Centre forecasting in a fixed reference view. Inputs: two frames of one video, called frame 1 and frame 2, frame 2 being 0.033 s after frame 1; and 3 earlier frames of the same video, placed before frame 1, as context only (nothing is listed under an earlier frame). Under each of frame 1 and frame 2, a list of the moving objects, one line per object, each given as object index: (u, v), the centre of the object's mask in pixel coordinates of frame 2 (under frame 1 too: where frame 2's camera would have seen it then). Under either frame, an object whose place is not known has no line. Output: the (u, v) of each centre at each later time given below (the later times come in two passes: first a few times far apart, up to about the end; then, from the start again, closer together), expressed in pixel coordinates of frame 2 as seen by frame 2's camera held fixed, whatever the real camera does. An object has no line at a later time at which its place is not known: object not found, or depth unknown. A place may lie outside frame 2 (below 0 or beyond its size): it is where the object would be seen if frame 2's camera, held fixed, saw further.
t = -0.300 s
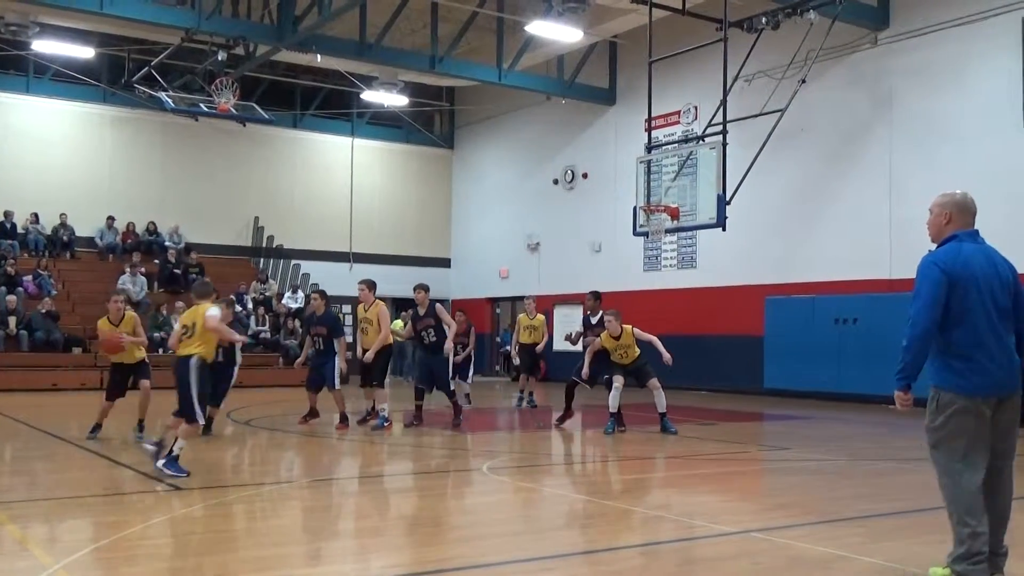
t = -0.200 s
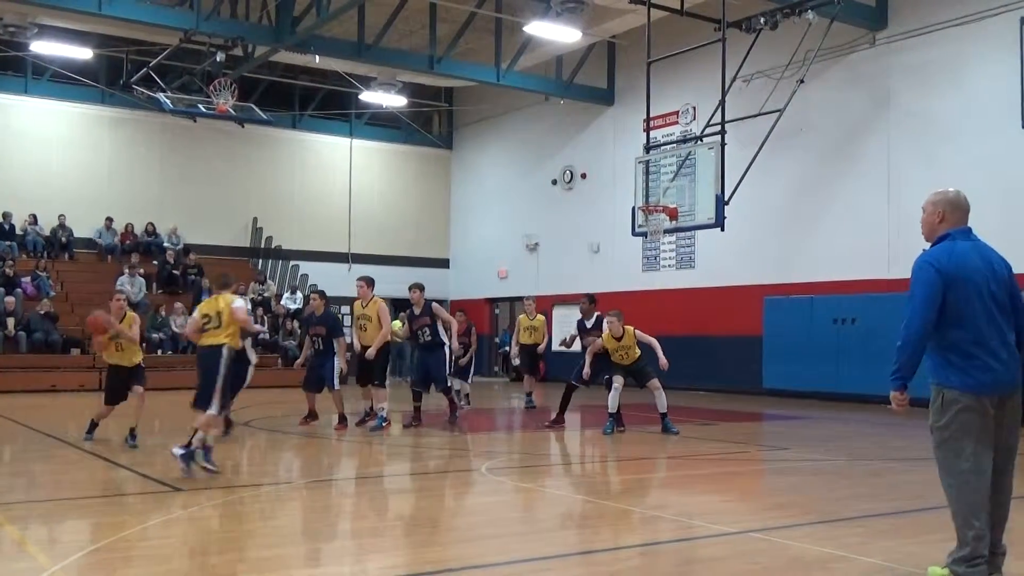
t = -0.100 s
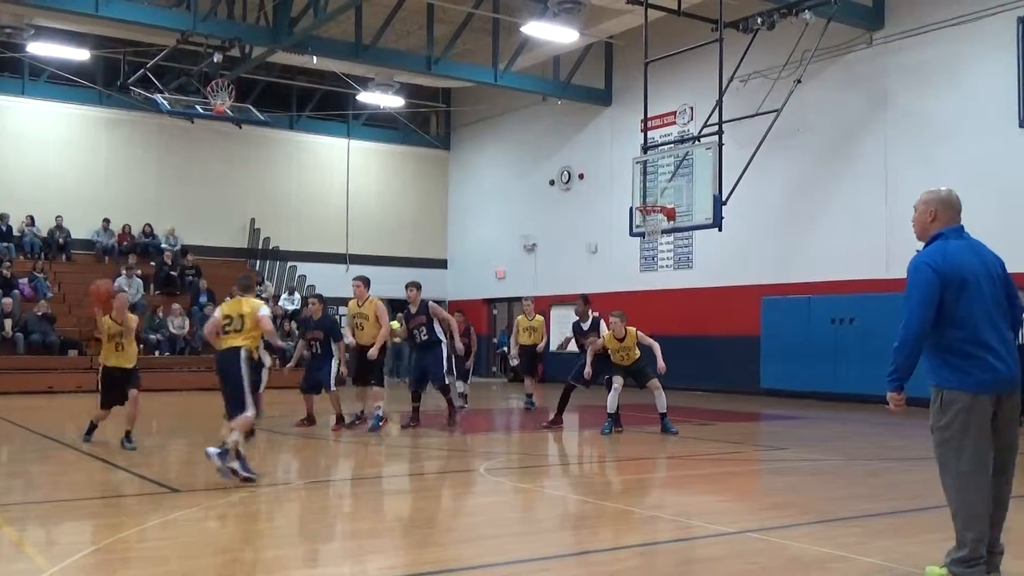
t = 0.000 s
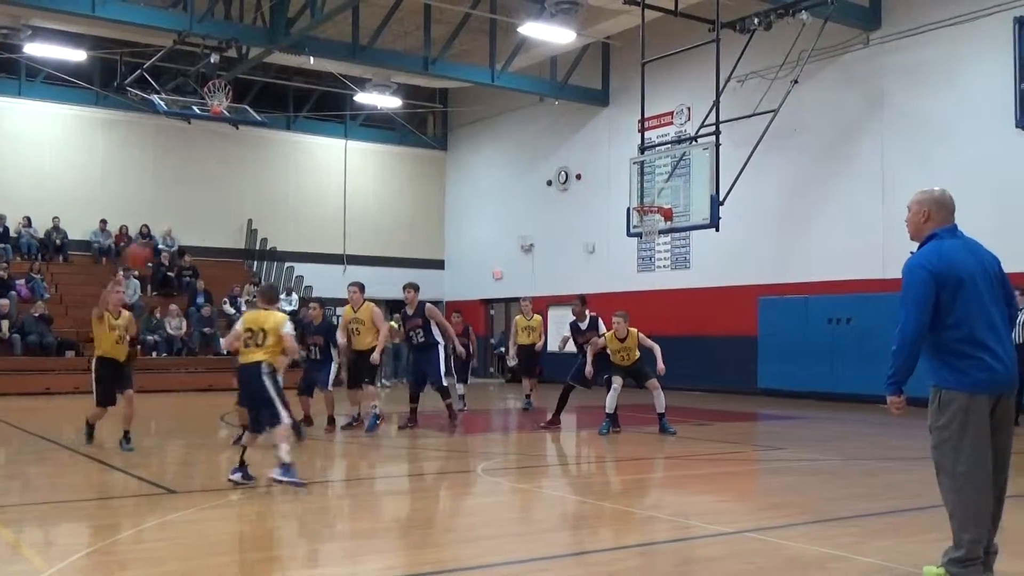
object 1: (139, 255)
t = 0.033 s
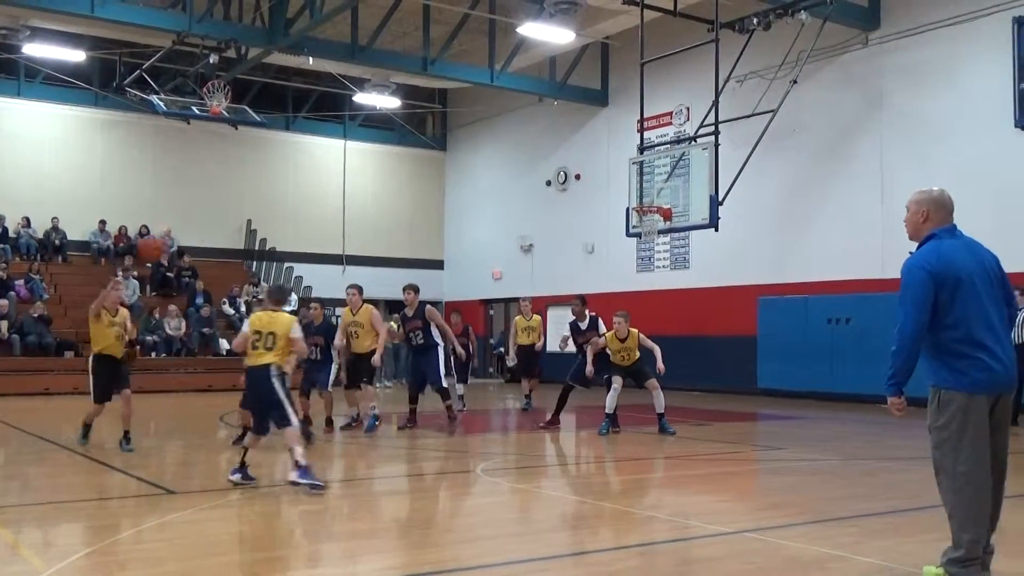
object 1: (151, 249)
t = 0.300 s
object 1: (297, 213)
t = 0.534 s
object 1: (440, 251)
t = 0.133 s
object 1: (205, 226)
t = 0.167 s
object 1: (223, 221)
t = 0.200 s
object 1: (242, 217)
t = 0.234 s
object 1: (260, 214)
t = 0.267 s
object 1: (279, 213)
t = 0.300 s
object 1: (297, 213)
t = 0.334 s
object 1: (317, 214)
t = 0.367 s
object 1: (336, 217)
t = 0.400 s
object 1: (356, 221)
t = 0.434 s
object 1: (377, 227)
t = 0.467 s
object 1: (397, 233)
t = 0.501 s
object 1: (419, 241)
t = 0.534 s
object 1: (440, 251)
